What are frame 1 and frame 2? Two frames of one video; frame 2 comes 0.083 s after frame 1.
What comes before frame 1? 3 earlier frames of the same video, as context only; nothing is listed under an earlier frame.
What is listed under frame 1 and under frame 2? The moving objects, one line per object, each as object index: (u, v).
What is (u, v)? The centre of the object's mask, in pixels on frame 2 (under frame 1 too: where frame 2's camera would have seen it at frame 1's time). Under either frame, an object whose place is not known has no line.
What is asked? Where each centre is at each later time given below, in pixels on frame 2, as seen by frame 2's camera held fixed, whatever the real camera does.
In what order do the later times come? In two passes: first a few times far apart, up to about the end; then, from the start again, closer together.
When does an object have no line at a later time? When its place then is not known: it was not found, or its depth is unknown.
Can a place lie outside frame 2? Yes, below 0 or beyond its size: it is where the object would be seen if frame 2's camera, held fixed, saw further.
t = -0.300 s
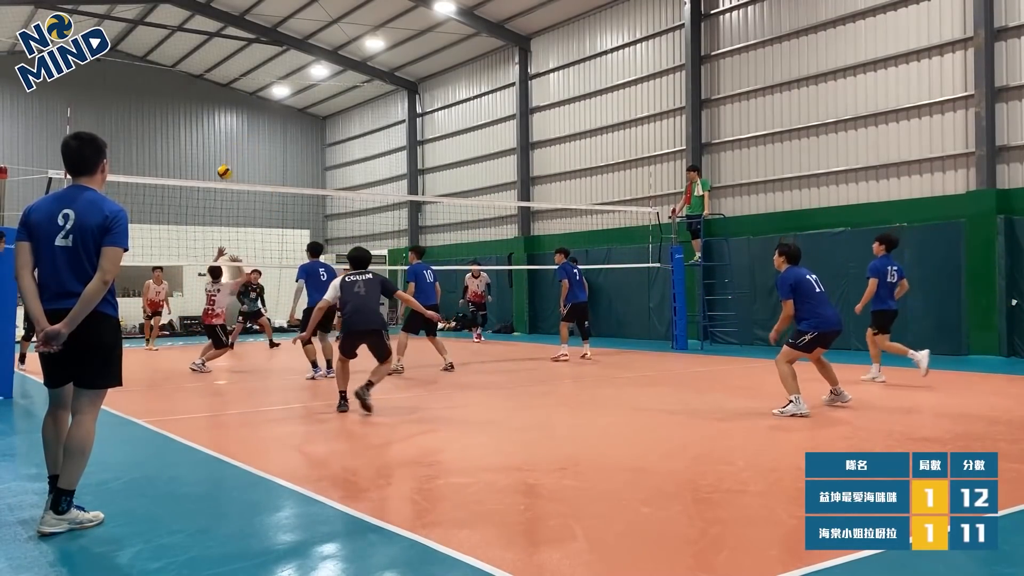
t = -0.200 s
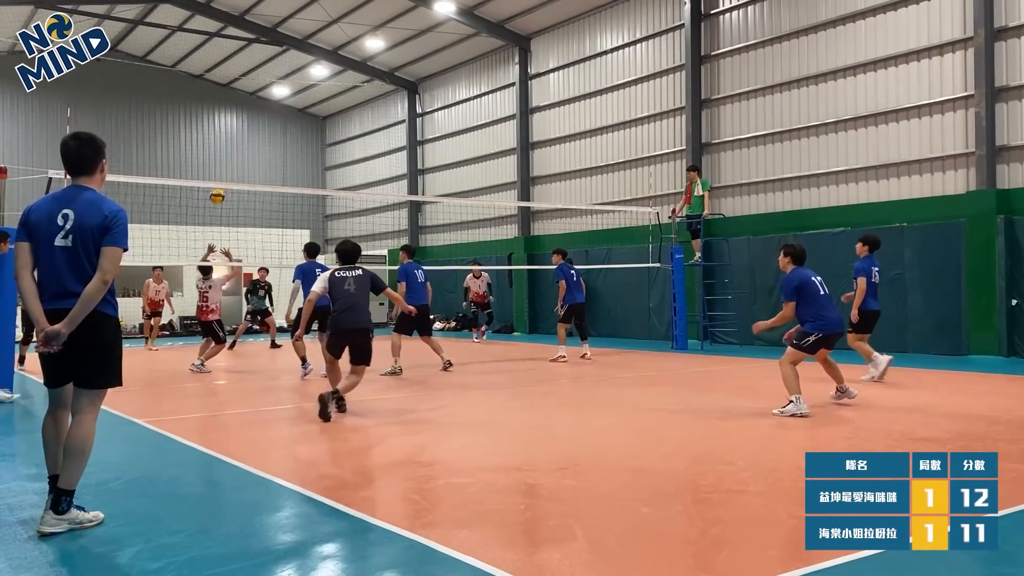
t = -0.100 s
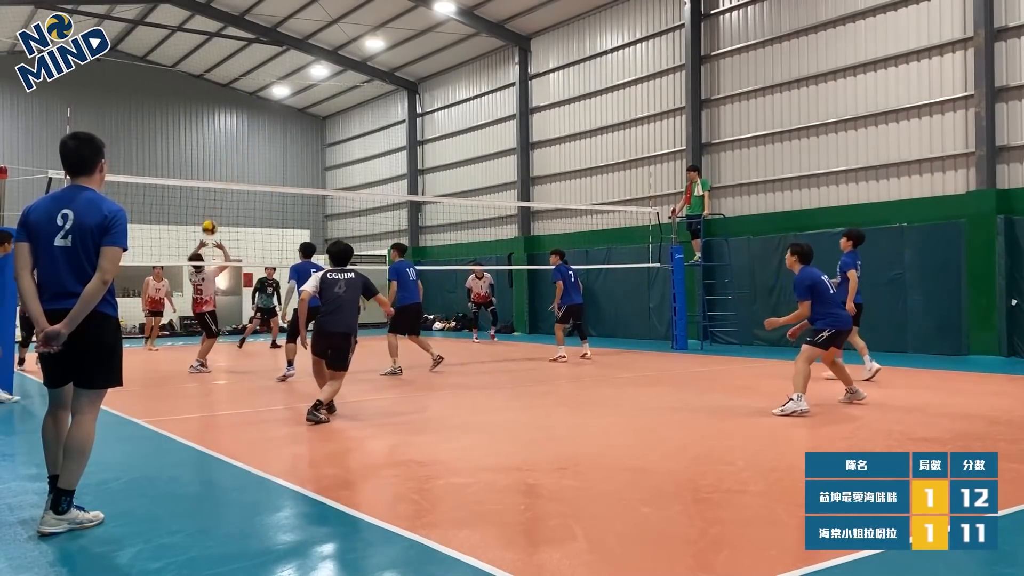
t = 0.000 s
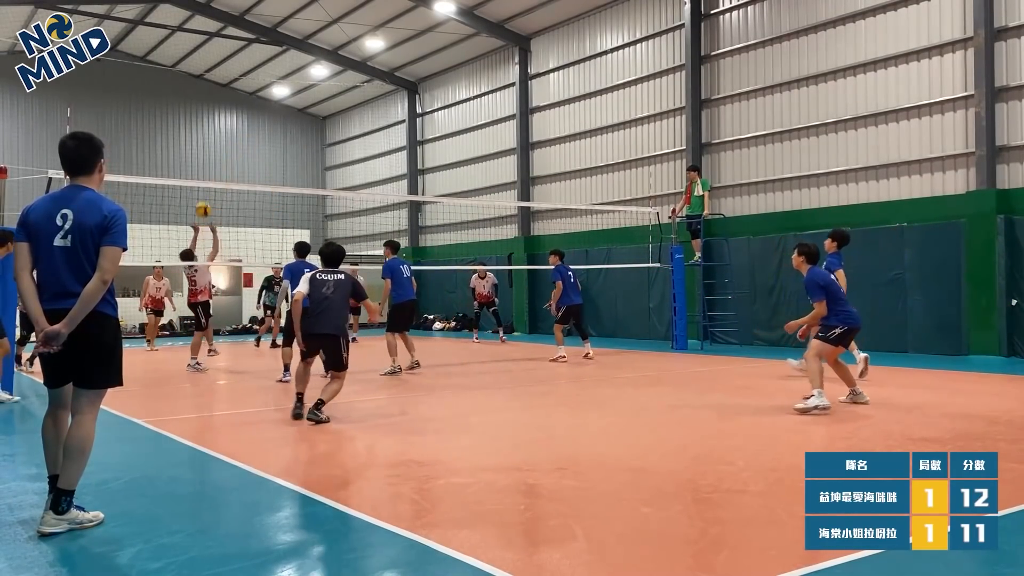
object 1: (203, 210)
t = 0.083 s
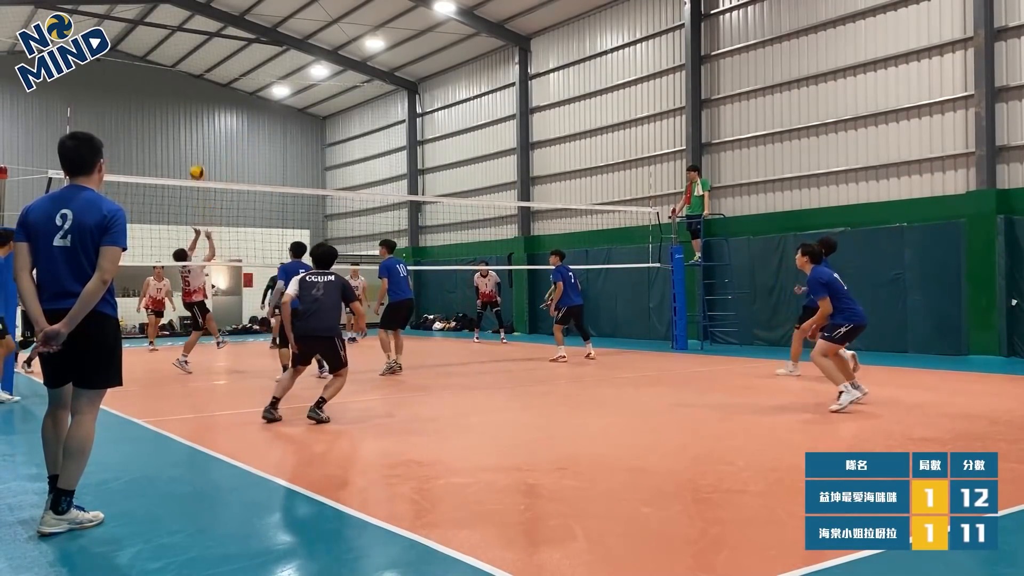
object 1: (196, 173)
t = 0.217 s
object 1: (189, 124)
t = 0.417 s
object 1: (176, 74)
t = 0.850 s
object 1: (150, 63)
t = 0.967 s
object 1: (144, 82)
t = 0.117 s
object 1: (195, 158)
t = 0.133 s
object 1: (194, 152)
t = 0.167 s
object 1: (192, 140)
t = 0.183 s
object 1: (191, 135)
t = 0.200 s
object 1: (190, 129)
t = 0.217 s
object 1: (189, 124)
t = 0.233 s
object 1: (188, 118)
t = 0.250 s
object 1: (187, 113)
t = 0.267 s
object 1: (186, 109)
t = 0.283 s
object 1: (185, 103)
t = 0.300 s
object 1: (184, 99)
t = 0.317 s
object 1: (183, 95)
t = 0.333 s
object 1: (182, 91)
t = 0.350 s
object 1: (180, 87)
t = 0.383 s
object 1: (178, 80)
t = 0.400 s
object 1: (178, 77)
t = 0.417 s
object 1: (176, 74)
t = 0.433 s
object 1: (175, 71)
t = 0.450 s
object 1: (174, 68)
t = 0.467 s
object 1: (173, 66)
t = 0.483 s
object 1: (172, 64)
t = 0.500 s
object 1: (171, 62)
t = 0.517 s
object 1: (170, 60)
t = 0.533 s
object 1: (169, 59)
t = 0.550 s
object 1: (168, 57)
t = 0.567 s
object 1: (167, 56)
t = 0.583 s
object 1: (166, 55)
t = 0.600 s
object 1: (165, 54)
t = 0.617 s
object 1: (164, 53)
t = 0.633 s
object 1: (163, 52)
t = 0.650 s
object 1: (162, 51)
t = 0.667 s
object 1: (161, 51)
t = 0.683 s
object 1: (160, 51)
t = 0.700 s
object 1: (159, 51)
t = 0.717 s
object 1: (158, 52)
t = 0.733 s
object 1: (157, 52)
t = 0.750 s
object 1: (156, 53)
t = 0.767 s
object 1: (155, 54)
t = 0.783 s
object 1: (154, 56)
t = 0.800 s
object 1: (153, 57)
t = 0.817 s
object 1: (152, 59)
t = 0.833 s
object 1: (151, 61)
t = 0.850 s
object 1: (150, 63)
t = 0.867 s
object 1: (149, 65)
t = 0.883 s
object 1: (148, 67)
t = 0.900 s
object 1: (147, 70)
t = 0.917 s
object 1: (146, 73)
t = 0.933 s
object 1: (145, 76)
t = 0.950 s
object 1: (144, 79)
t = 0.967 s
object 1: (144, 82)
